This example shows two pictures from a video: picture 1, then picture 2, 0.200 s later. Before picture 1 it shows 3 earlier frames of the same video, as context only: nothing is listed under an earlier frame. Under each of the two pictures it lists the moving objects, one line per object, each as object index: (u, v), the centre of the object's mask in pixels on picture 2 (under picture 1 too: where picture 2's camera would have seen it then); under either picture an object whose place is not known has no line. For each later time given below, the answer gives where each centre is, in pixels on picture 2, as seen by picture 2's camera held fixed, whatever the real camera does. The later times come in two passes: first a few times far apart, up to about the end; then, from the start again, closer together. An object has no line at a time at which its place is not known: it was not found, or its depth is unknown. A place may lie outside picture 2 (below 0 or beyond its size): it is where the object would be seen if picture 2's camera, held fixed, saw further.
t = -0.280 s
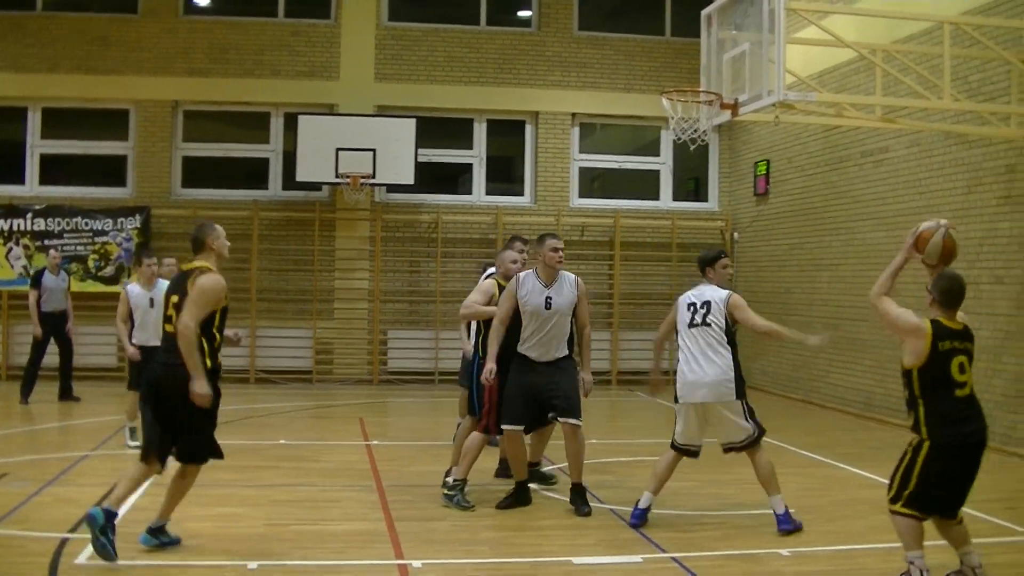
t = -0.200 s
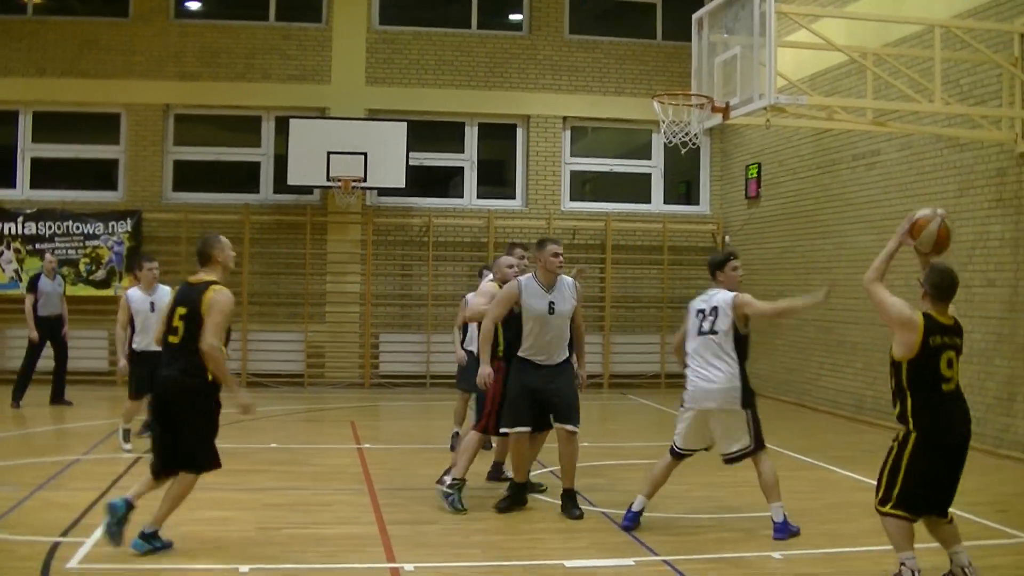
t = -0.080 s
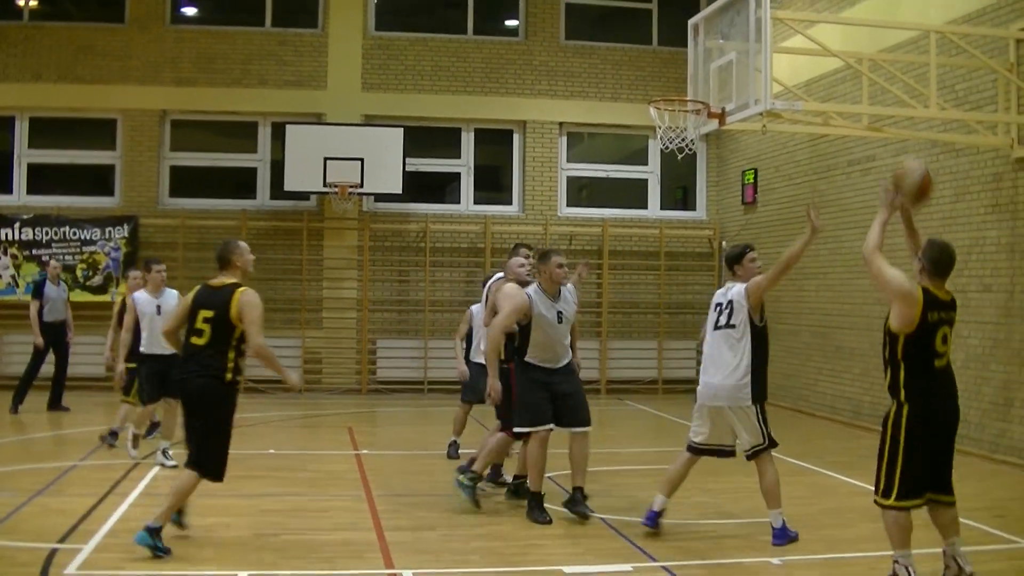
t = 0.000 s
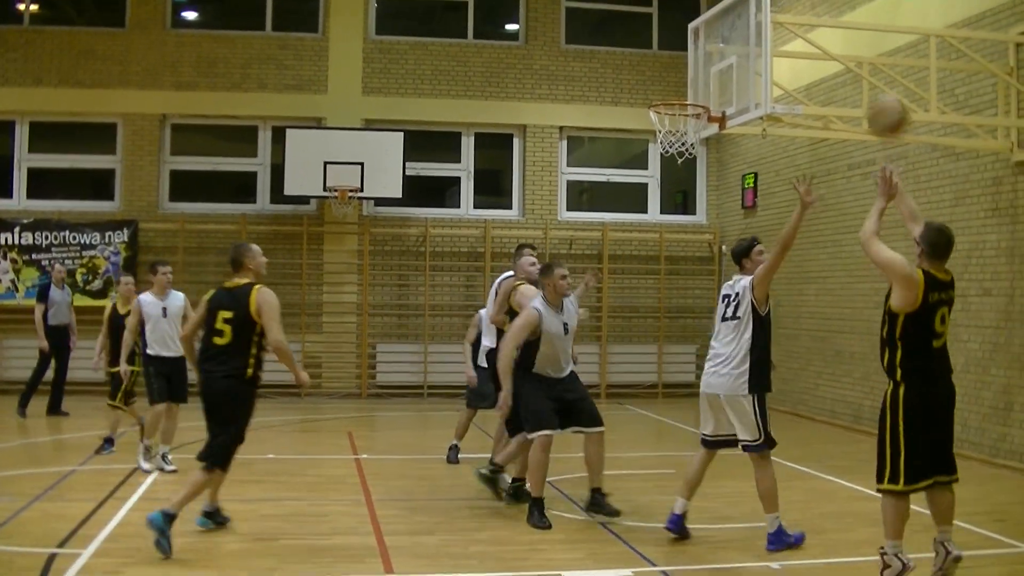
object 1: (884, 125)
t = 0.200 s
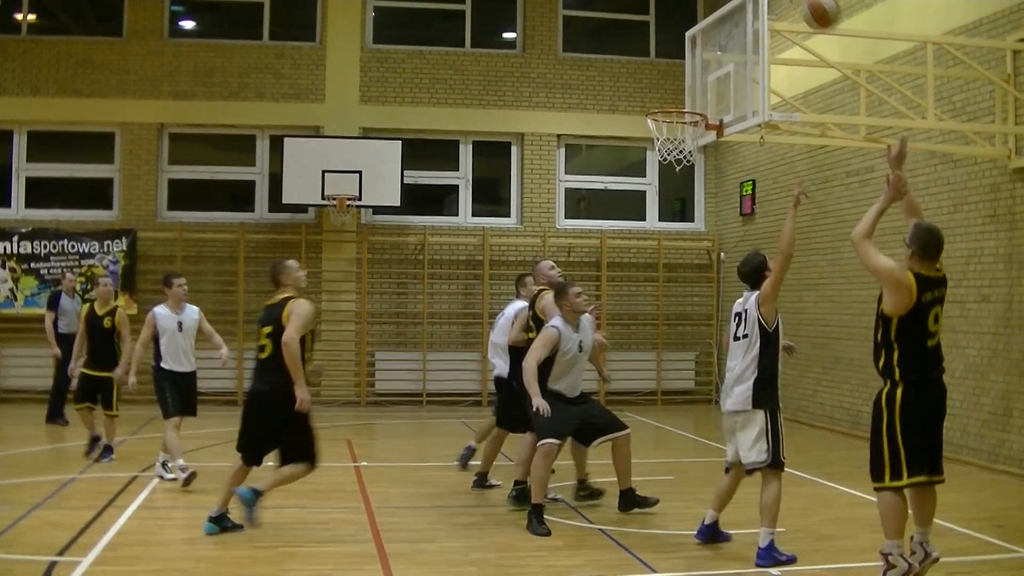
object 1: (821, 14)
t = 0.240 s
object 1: (810, 8)
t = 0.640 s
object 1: (717, 9)
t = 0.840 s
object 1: (682, 72)
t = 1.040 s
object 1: (670, 83)
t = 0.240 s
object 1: (810, 8)
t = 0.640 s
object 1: (717, 9)
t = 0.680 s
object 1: (710, 14)
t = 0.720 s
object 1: (703, 25)
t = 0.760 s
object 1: (695, 39)
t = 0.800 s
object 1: (689, 54)
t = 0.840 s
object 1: (682, 72)
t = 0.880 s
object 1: (676, 92)
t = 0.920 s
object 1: (670, 101)
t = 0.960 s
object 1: (670, 96)
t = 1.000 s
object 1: (670, 89)
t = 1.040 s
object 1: (670, 83)
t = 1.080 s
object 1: (671, 80)
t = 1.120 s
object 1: (670, 77)
